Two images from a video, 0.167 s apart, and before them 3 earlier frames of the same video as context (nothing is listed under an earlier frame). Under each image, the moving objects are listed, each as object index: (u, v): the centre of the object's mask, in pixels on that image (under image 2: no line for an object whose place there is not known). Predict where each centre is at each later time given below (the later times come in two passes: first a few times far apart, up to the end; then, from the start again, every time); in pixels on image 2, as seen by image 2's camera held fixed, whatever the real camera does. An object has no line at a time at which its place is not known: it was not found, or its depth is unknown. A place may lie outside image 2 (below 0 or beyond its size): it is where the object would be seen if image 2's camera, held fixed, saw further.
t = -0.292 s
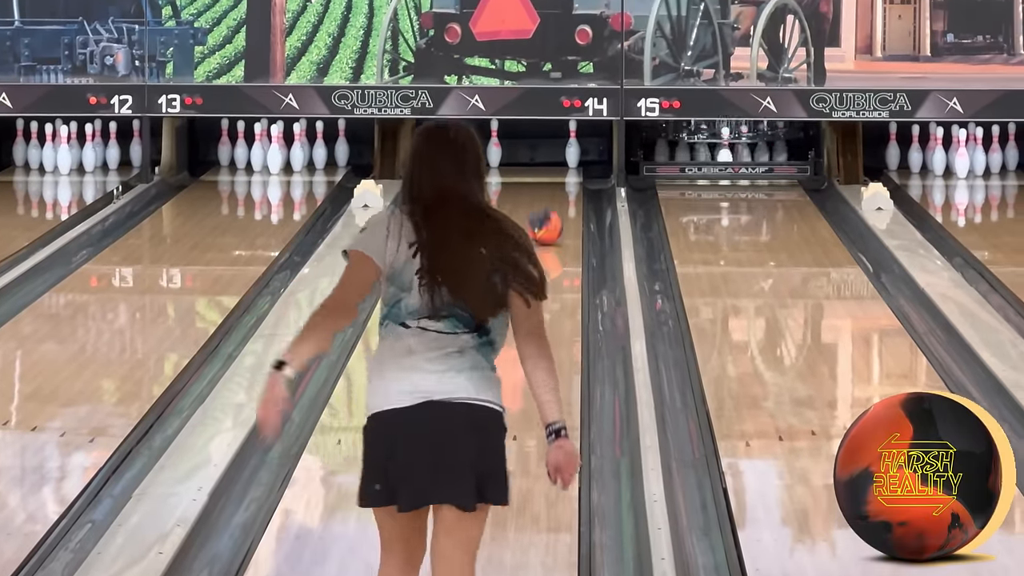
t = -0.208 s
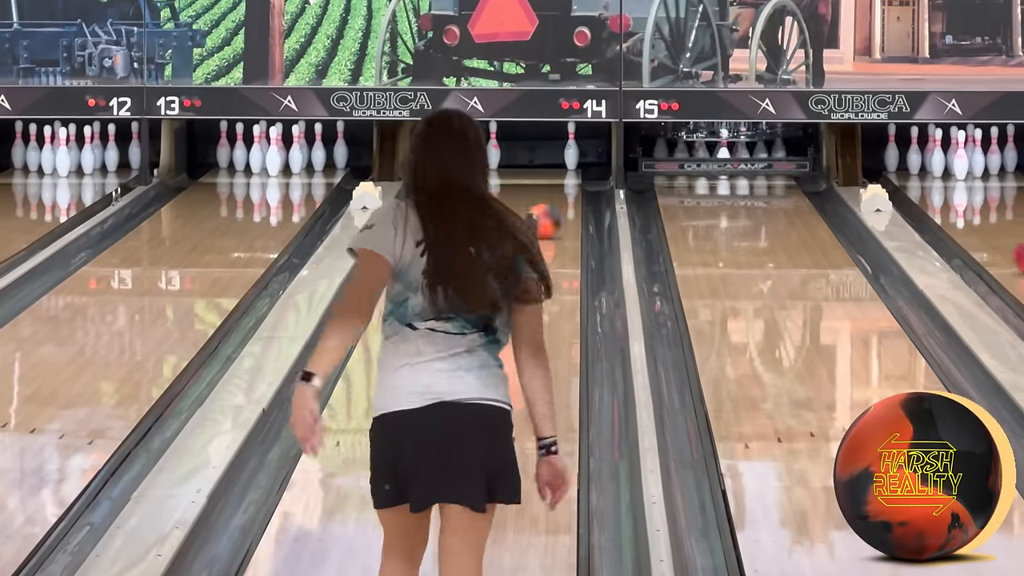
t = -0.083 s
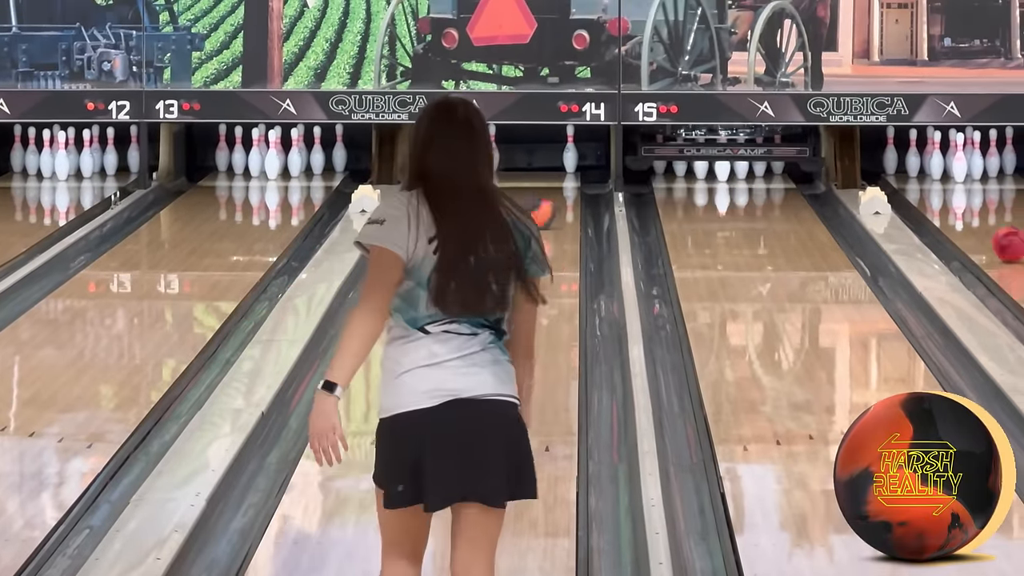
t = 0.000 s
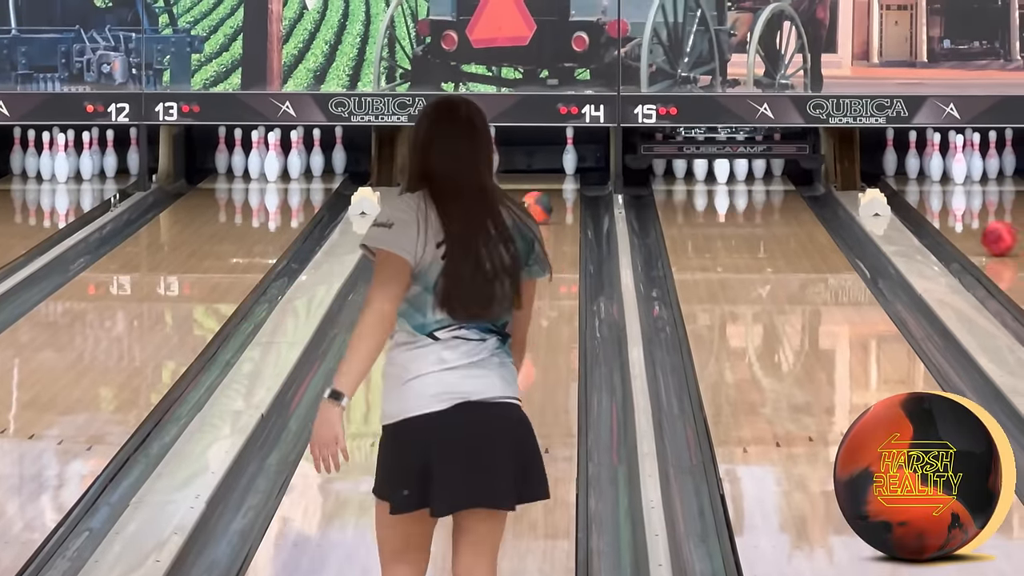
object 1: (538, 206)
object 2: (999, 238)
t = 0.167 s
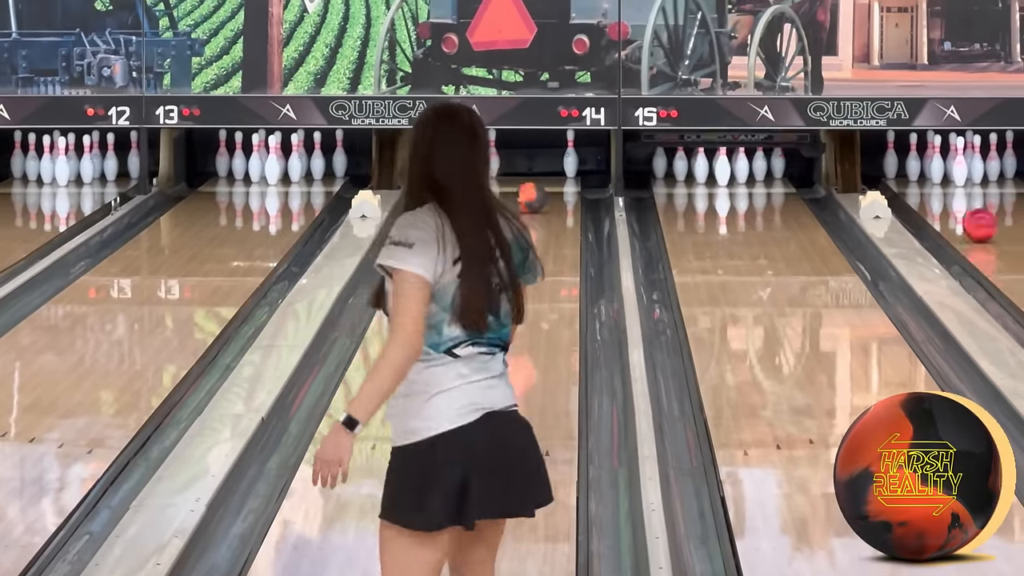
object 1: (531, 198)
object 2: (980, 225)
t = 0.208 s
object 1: (530, 196)
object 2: (977, 222)
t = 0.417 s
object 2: (964, 207)
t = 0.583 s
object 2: (962, 196)
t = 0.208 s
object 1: (530, 196)
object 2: (977, 222)
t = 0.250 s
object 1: (527, 193)
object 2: (973, 219)
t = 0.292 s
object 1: (525, 190)
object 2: (970, 216)
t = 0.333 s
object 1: (524, 188)
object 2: (967, 212)
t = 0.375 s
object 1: (522, 185)
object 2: (966, 210)
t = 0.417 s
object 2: (964, 207)
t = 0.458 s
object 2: (963, 204)
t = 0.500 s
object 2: (963, 201)
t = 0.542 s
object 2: (962, 198)
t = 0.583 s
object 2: (962, 196)
